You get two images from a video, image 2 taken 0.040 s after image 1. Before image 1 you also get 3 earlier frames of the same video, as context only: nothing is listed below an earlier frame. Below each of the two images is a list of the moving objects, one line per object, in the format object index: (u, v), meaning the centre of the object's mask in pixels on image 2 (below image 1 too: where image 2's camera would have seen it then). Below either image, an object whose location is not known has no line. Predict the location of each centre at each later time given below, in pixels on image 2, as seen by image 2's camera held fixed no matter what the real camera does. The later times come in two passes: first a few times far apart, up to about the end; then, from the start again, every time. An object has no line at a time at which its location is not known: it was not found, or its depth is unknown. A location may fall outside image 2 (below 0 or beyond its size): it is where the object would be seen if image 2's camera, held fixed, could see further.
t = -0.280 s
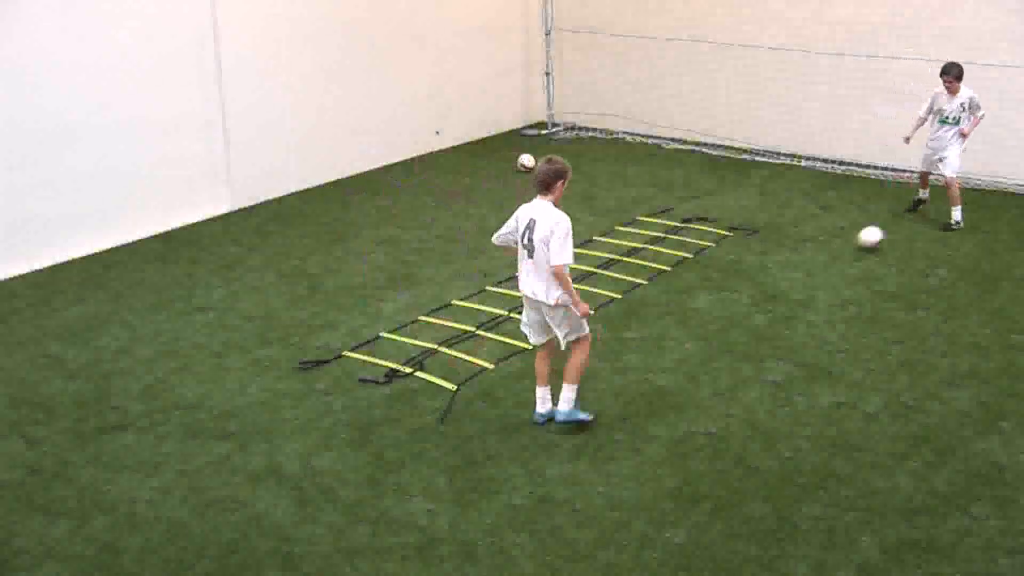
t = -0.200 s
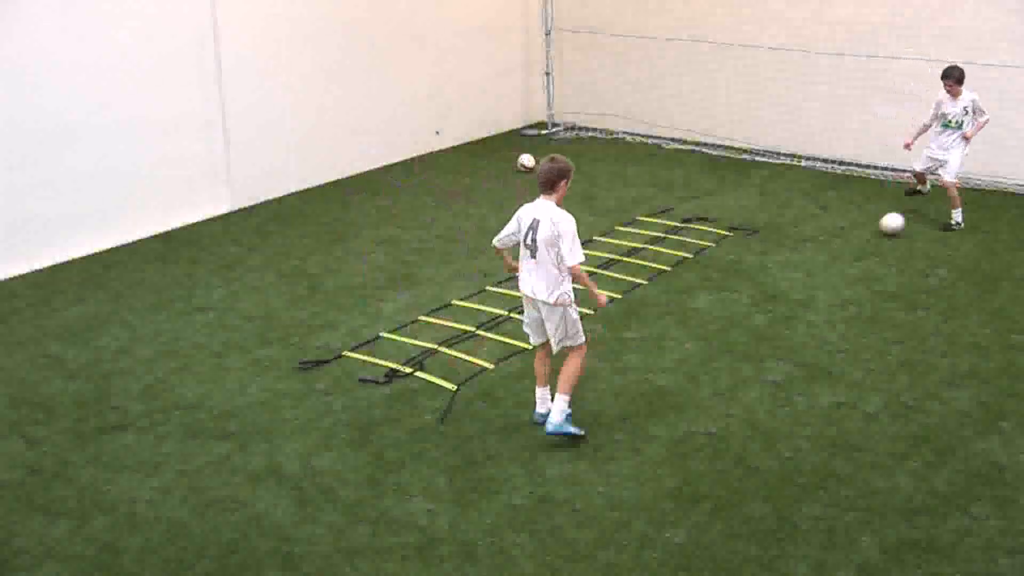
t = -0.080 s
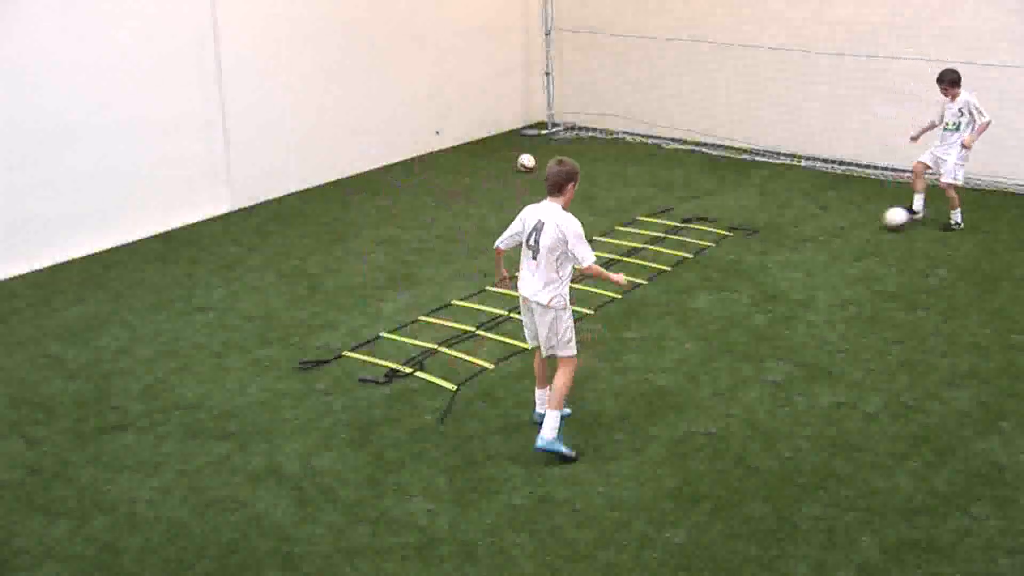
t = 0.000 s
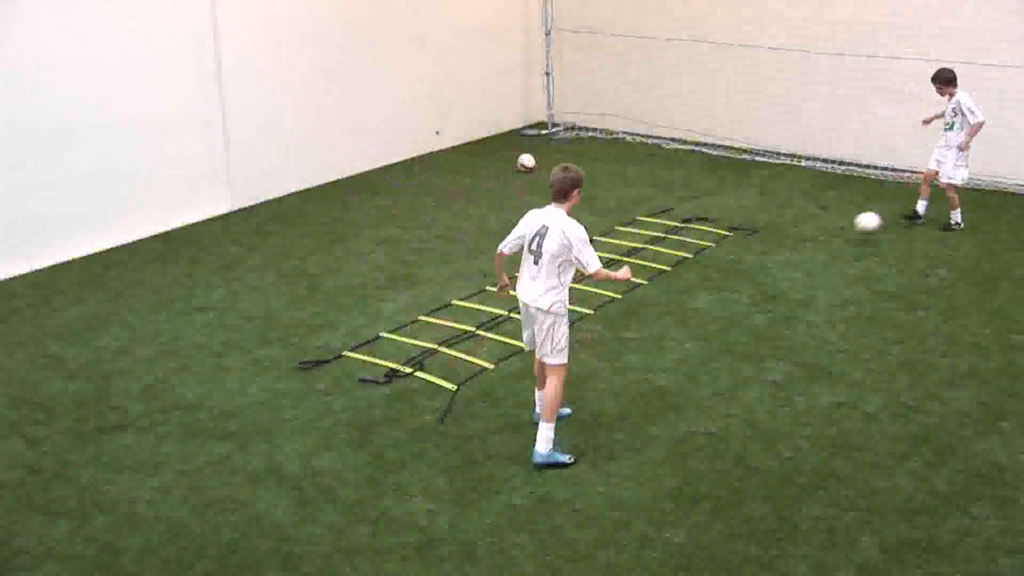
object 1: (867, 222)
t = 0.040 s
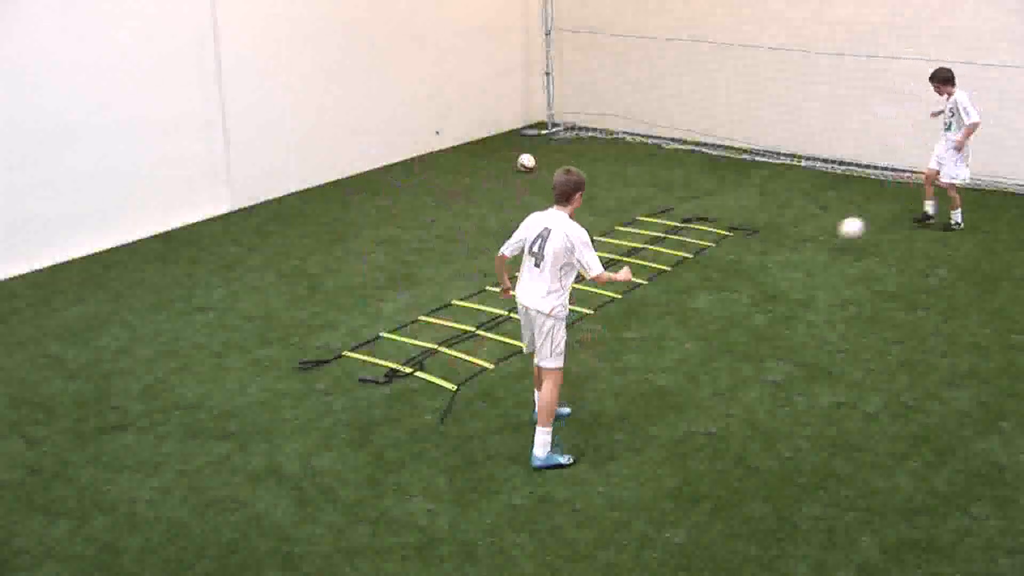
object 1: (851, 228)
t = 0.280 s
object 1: (751, 277)
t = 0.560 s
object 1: (626, 338)
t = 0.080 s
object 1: (834, 234)
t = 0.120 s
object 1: (817, 245)
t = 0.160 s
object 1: (800, 256)
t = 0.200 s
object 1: (781, 270)
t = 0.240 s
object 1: (766, 273)
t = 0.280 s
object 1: (751, 277)
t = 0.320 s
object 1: (735, 284)
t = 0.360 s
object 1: (717, 293)
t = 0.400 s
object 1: (701, 304)
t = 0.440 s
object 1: (682, 313)
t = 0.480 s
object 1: (665, 320)
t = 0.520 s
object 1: (647, 328)
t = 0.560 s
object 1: (626, 338)
